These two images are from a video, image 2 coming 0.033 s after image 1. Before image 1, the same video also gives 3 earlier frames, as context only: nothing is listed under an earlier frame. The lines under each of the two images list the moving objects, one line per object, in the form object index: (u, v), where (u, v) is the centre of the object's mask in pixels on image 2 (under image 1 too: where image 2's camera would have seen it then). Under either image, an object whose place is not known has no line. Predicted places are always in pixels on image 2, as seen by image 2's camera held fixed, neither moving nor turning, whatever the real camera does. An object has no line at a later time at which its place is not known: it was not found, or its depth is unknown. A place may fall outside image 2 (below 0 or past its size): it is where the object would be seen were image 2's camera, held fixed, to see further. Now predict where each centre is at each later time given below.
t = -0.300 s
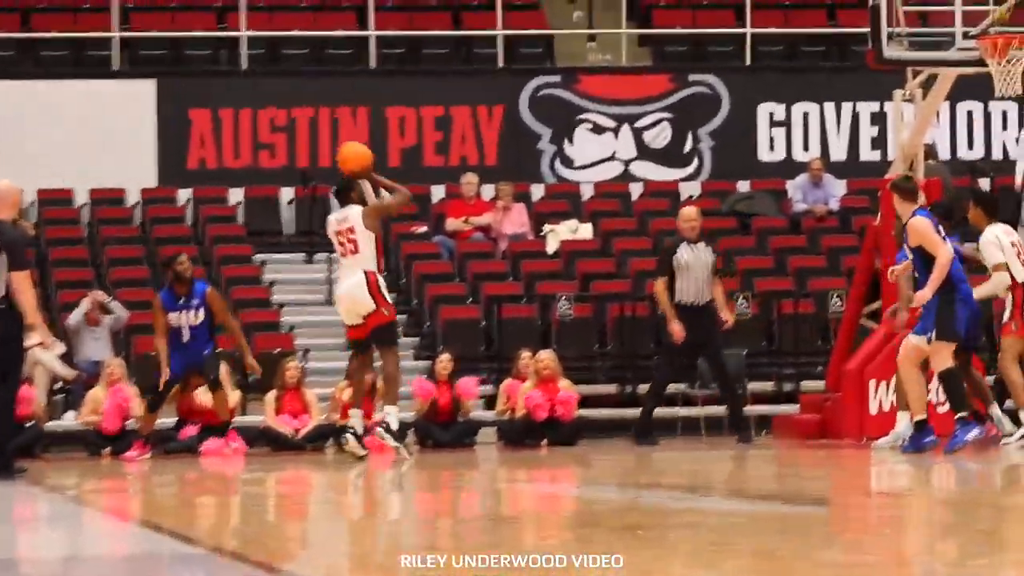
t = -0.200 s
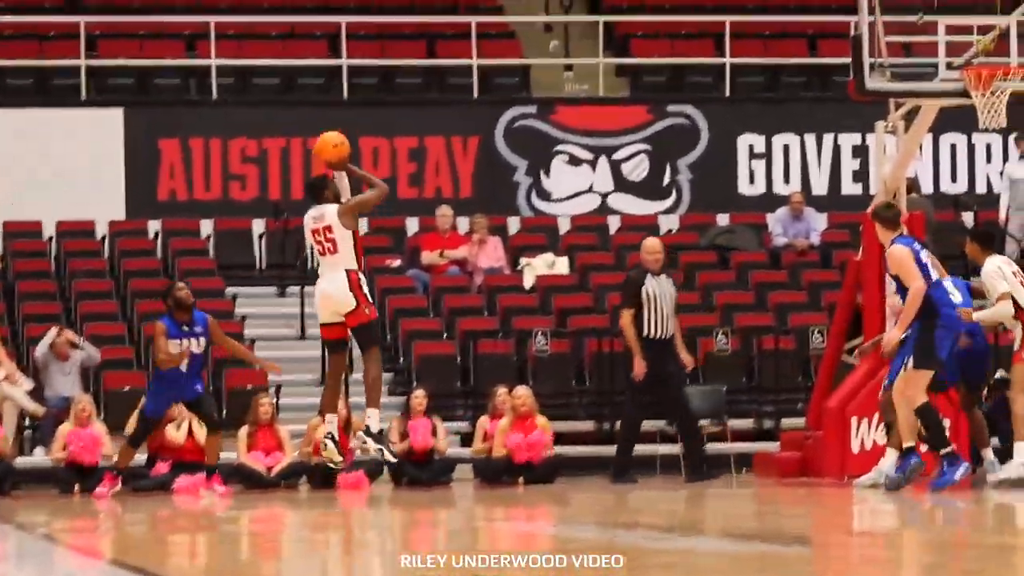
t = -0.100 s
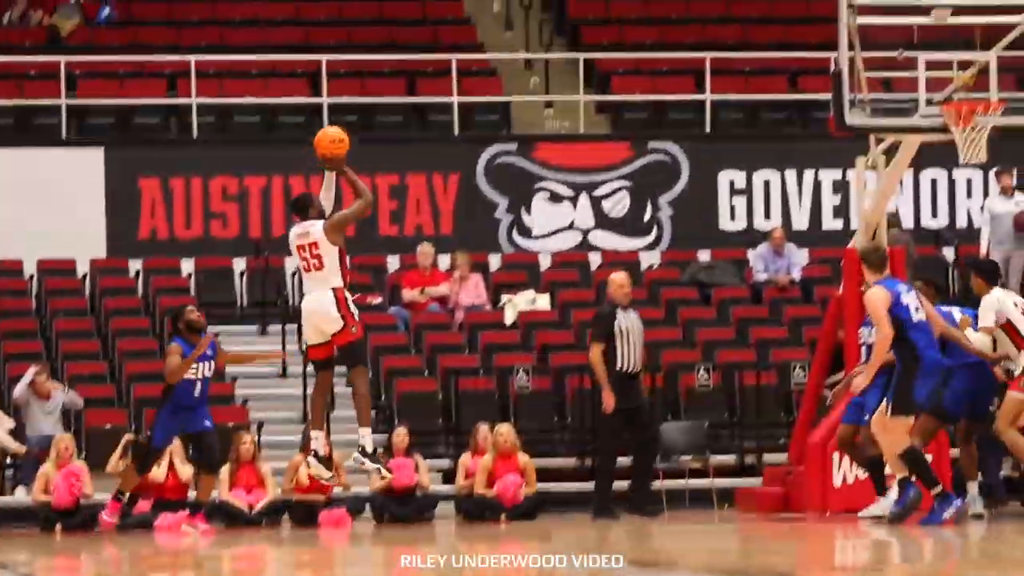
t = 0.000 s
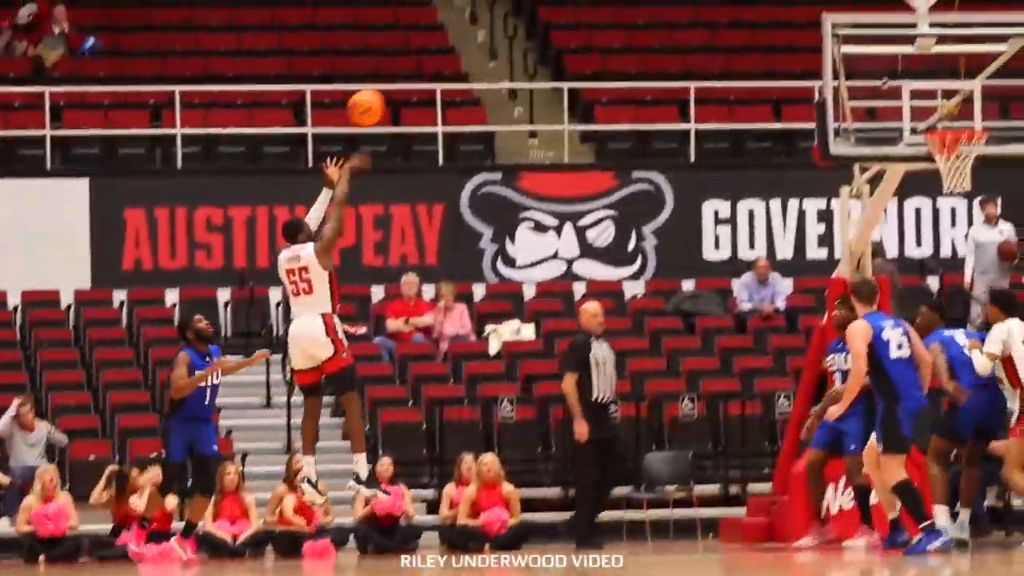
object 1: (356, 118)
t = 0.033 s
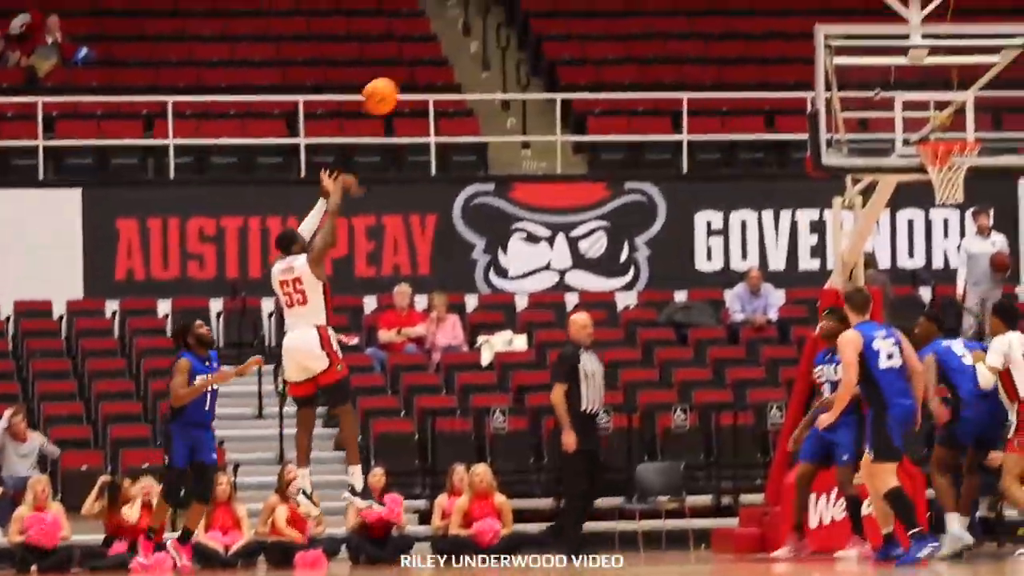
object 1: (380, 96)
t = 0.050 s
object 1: (392, 87)
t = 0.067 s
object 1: (404, 76)
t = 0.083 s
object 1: (416, 66)
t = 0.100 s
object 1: (425, 57)
